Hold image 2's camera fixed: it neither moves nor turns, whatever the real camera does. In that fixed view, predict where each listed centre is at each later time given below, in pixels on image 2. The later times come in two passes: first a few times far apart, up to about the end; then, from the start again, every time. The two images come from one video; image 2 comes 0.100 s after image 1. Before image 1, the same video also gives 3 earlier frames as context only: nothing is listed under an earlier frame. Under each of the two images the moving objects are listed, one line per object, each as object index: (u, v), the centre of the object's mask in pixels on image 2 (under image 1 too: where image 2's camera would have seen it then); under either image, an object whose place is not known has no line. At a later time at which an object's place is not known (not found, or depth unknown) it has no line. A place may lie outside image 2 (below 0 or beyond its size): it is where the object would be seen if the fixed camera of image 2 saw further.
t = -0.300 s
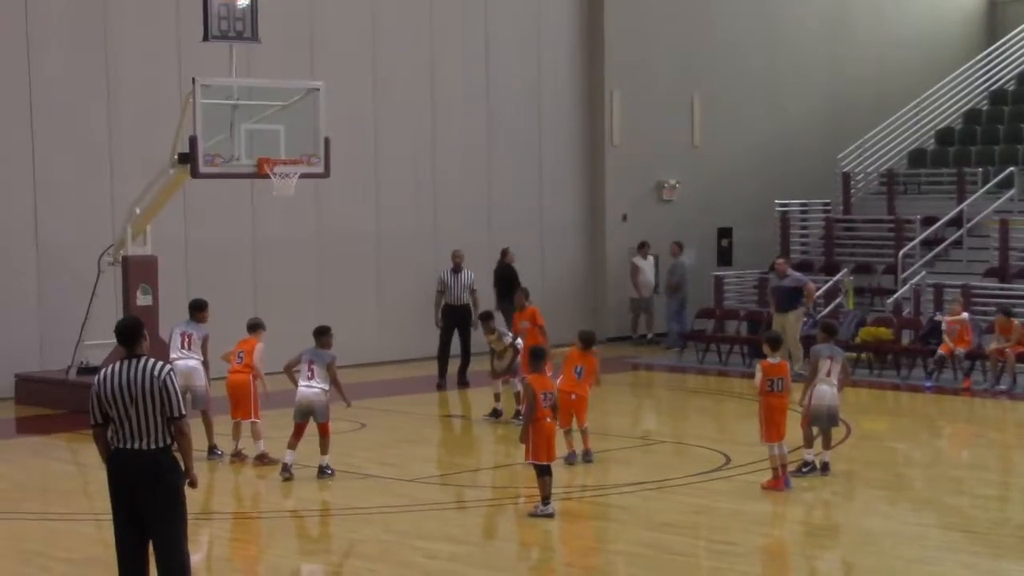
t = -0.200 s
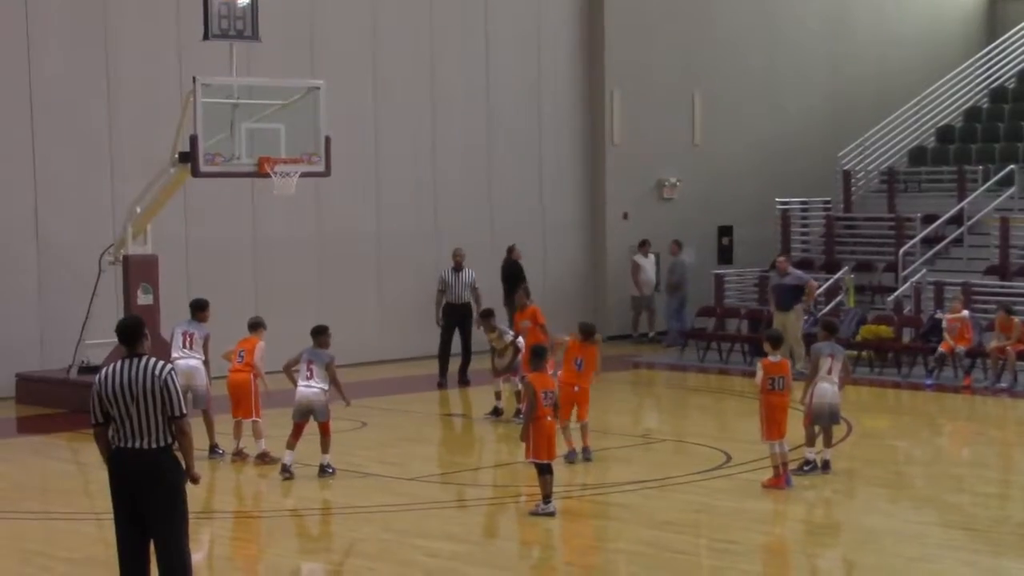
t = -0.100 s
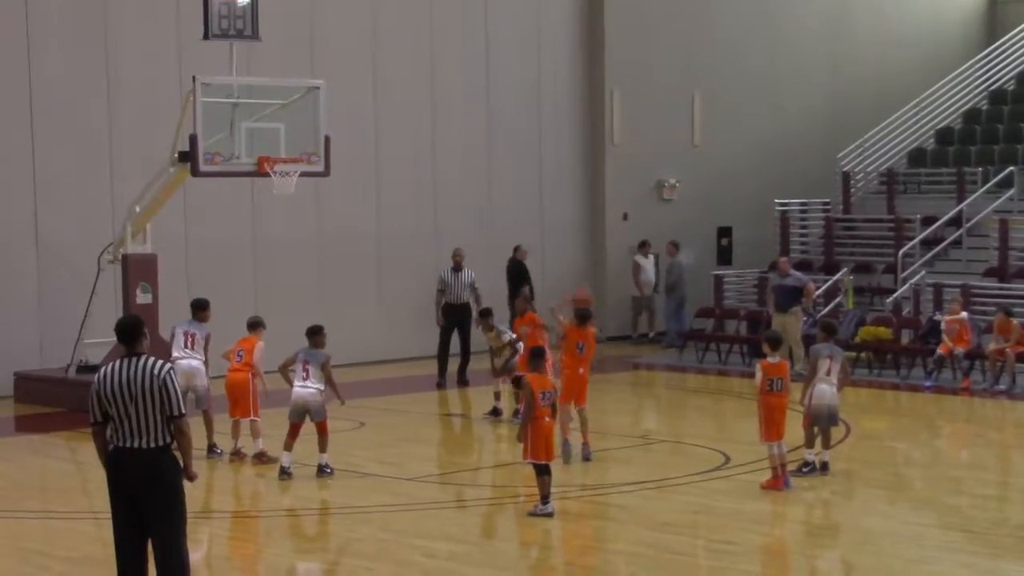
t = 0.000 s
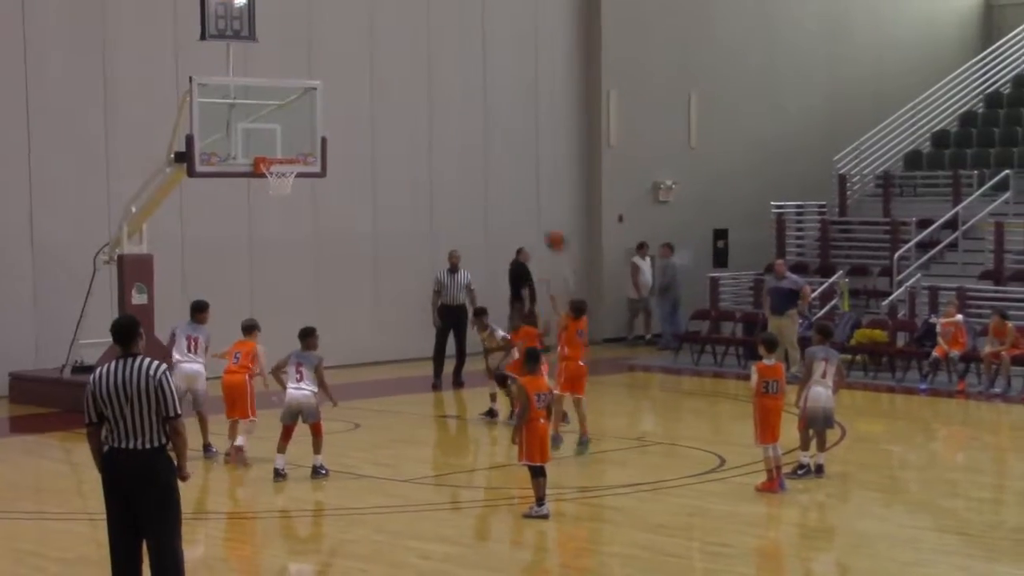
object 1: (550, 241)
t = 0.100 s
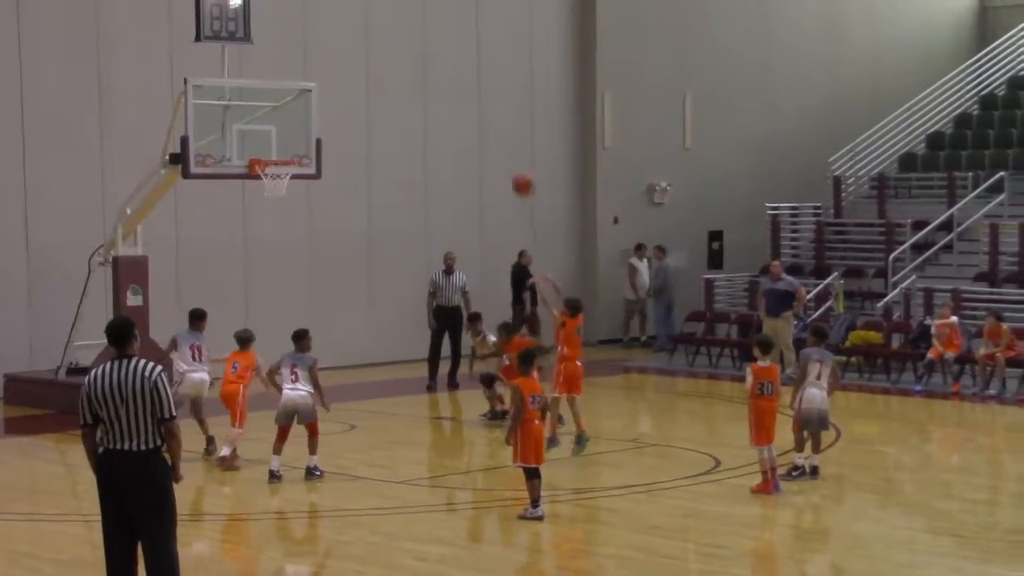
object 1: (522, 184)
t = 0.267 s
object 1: (477, 111)
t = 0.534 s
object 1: (409, 54)
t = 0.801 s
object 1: (346, 63)
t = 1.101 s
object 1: (280, 147)
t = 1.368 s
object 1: (260, 114)
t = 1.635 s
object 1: (246, 127)
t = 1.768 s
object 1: (252, 143)
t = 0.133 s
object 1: (513, 166)
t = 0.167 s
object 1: (503, 151)
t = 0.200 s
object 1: (494, 136)
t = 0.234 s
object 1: (486, 123)
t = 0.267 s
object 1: (477, 111)
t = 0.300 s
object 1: (469, 101)
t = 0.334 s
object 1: (459, 91)
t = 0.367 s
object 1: (450, 82)
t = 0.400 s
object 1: (442, 75)
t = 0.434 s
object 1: (433, 68)
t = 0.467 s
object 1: (425, 62)
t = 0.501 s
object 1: (417, 58)
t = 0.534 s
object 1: (409, 54)
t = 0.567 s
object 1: (401, 52)
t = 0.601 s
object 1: (393, 51)
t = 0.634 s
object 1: (385, 50)
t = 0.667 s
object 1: (377, 51)
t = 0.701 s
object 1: (370, 52)
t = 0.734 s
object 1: (361, 56)
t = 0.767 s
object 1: (354, 59)
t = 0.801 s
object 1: (346, 63)
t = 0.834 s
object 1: (338, 69)
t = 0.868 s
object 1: (331, 76)
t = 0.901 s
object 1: (324, 83)
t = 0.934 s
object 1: (316, 92)
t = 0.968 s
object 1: (309, 101)
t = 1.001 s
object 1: (301, 113)
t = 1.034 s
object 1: (294, 123)
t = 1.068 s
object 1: (287, 135)
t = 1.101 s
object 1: (280, 147)
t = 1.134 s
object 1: (277, 147)
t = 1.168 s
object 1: (275, 140)
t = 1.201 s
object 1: (272, 133)
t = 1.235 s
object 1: (269, 128)
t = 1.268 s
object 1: (267, 122)
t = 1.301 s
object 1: (265, 119)
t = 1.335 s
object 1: (263, 116)
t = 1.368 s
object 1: (260, 114)
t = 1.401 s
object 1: (258, 113)
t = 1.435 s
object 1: (256, 113)
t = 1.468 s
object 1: (253, 113)
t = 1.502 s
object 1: (251, 115)
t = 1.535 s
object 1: (249, 117)
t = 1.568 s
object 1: (247, 122)
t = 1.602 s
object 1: (245, 125)
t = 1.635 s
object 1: (246, 127)
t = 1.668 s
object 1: (248, 129)
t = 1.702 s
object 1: (249, 133)
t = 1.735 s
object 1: (251, 139)
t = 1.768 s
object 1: (252, 143)
